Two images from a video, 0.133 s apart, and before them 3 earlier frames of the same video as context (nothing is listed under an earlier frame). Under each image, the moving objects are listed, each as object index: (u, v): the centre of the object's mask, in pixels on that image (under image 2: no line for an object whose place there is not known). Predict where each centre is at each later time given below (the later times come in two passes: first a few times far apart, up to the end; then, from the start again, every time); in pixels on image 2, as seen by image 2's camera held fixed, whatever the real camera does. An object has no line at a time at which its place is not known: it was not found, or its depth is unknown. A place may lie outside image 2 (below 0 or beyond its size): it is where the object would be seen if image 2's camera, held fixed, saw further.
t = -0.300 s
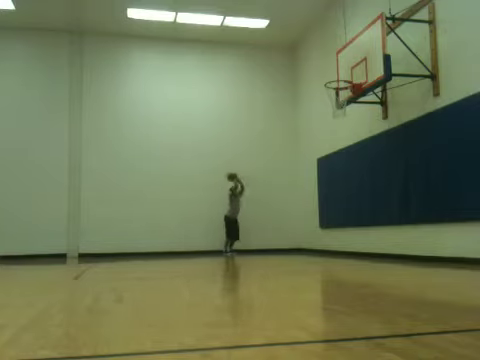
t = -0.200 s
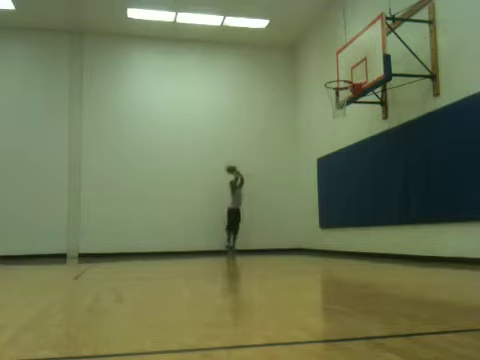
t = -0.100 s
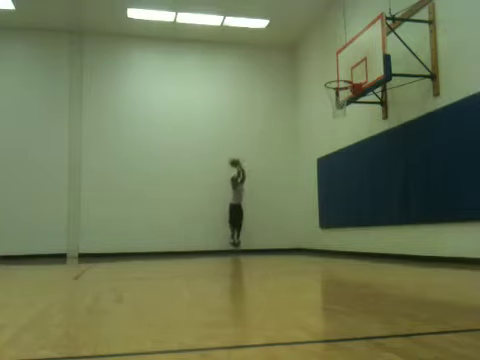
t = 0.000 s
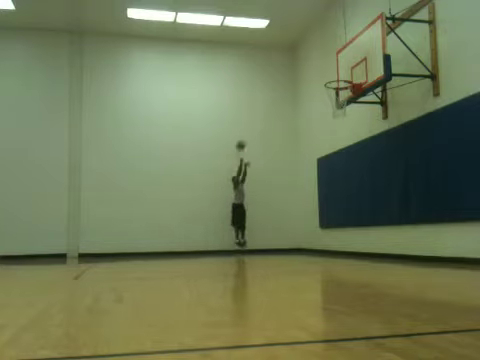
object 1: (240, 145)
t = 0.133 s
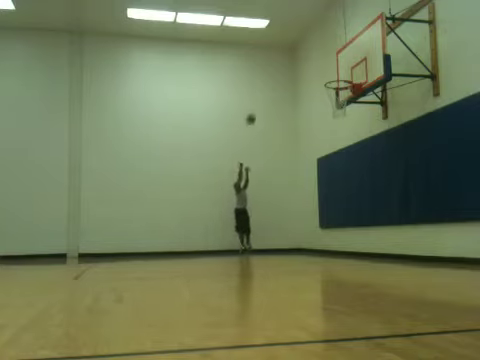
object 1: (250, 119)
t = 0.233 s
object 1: (259, 102)
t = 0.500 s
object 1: (284, 72)
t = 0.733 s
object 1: (311, 67)
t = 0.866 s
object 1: (330, 76)
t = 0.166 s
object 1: (253, 113)
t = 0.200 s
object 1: (256, 107)
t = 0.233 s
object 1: (259, 102)
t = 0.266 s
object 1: (262, 97)
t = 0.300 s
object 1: (264, 92)
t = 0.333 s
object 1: (267, 88)
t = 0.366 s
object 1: (270, 84)
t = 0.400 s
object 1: (274, 81)
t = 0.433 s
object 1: (277, 77)
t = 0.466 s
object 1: (280, 74)
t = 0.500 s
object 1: (284, 72)
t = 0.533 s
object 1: (288, 70)
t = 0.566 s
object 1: (291, 68)
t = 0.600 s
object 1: (295, 67)
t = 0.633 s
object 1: (299, 66)
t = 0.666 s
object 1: (303, 66)
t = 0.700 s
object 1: (307, 66)
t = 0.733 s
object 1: (311, 67)
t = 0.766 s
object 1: (316, 68)
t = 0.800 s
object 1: (320, 70)
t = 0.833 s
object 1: (326, 72)
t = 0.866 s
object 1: (330, 76)
